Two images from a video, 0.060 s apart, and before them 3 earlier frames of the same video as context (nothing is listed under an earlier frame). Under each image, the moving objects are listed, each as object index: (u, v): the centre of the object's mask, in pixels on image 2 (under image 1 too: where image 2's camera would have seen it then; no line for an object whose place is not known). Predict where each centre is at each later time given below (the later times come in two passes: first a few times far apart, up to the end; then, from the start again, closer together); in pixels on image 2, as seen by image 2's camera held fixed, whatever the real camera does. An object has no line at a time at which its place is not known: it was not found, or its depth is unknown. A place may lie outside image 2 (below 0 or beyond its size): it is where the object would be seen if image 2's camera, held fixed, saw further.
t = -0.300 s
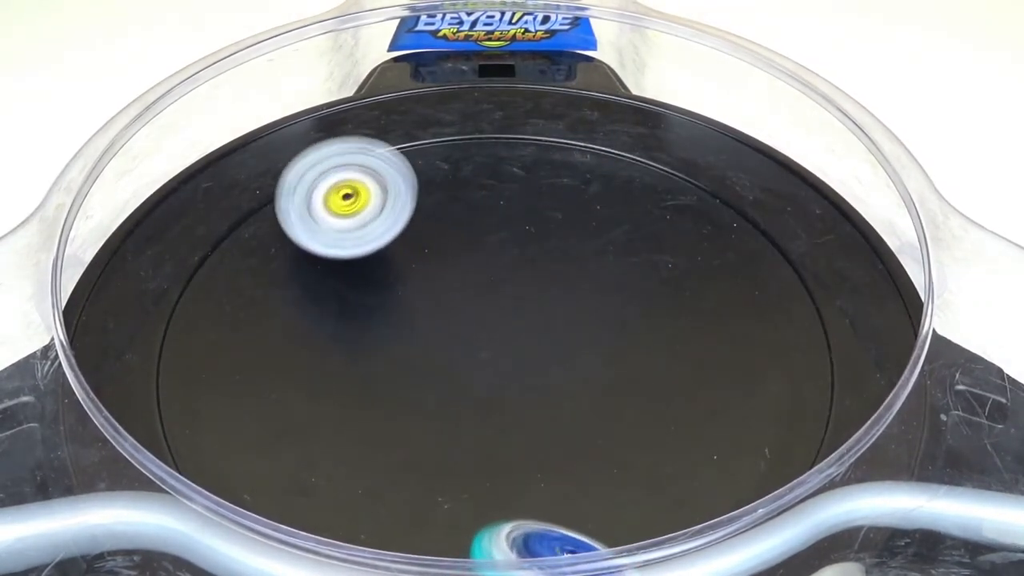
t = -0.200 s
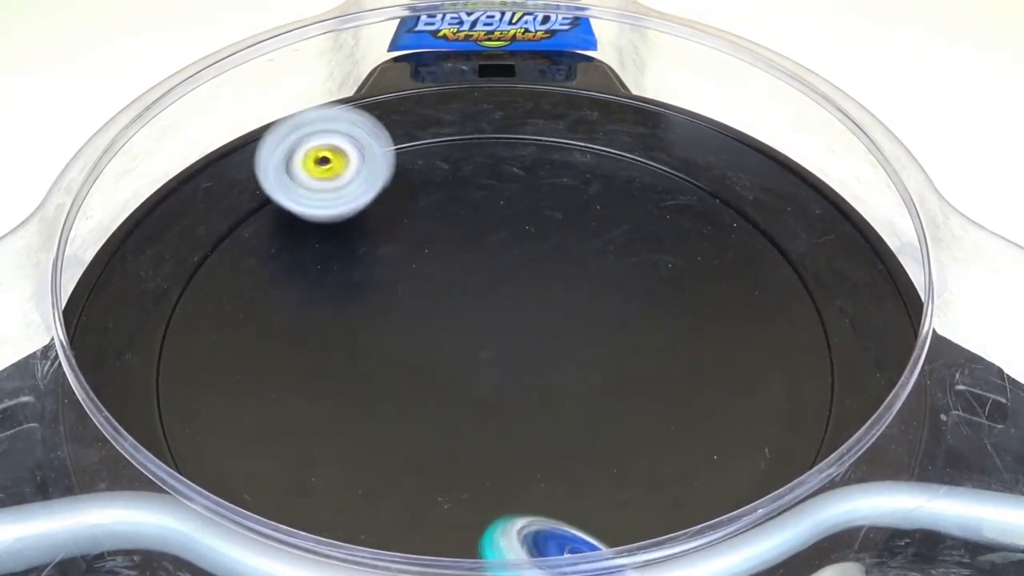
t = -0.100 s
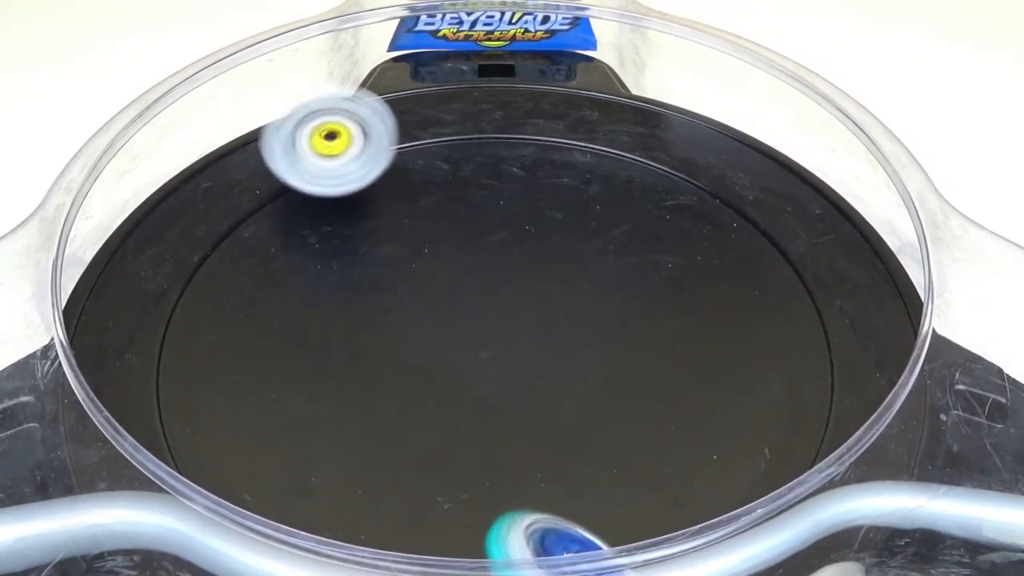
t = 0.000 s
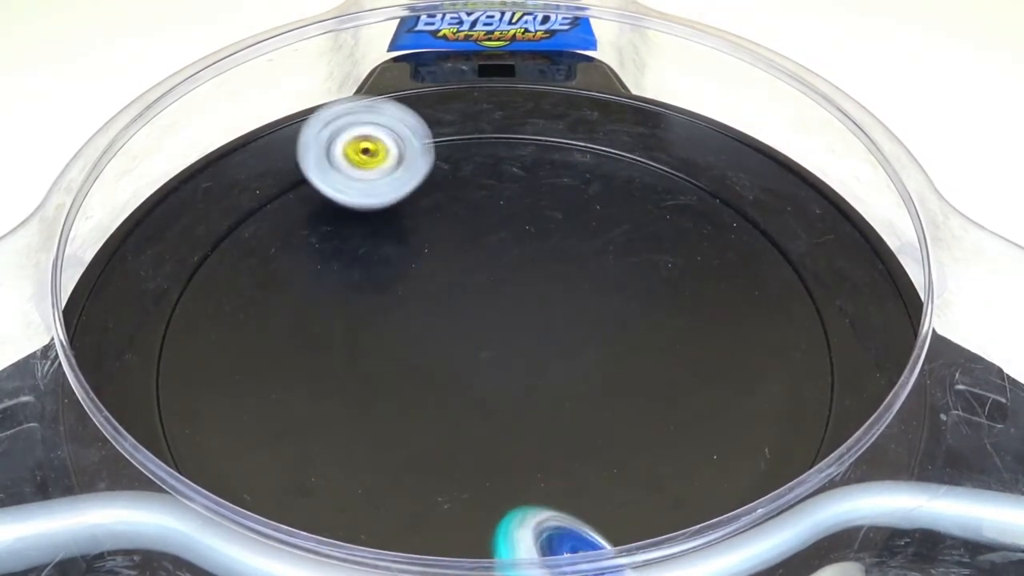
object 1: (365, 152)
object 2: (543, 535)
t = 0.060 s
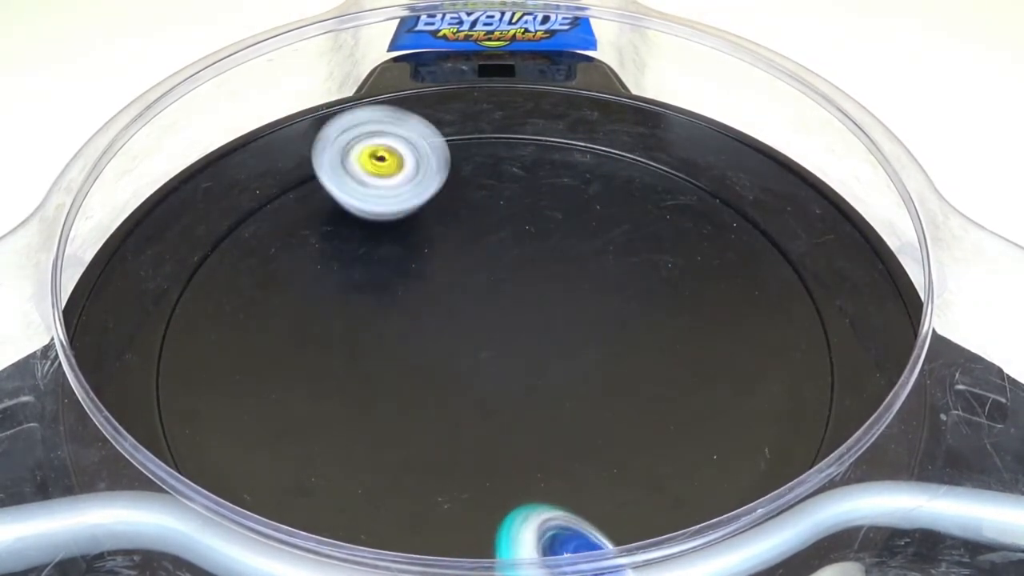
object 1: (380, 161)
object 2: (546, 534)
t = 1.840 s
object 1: (339, 471)
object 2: (565, 215)
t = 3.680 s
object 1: (609, 309)
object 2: (415, 331)
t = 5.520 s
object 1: (499, 264)
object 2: (603, 381)
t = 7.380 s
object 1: (580, 304)
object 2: (466, 269)
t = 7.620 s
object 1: (531, 331)
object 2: (457, 259)
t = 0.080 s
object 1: (384, 166)
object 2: (547, 533)
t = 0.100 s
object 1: (389, 172)
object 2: (547, 533)
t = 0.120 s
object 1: (393, 180)
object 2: (547, 532)
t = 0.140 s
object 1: (396, 189)
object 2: (549, 532)
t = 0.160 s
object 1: (399, 199)
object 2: (551, 531)
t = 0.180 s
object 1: (400, 210)
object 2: (552, 530)
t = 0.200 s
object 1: (400, 221)
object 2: (553, 529)
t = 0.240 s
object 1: (397, 247)
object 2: (556, 526)
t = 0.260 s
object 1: (393, 261)
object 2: (559, 524)
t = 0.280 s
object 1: (388, 274)
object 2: (564, 521)
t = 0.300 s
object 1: (381, 287)
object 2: (566, 514)
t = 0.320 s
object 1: (373, 299)
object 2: (569, 509)
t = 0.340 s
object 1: (363, 311)
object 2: (569, 501)
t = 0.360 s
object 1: (352, 322)
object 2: (569, 494)
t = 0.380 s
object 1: (341, 333)
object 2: (573, 480)
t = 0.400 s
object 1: (329, 343)
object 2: (574, 466)
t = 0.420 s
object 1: (317, 350)
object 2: (574, 452)
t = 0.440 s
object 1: (304, 357)
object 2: (570, 429)
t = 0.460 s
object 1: (292, 361)
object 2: (567, 411)
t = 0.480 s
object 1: (279, 364)
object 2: (563, 395)
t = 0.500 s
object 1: (266, 365)
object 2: (558, 379)
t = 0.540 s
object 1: (241, 364)
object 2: (552, 353)
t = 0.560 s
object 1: (231, 361)
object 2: (550, 343)
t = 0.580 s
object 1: (221, 355)
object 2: (549, 336)
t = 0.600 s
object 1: (214, 347)
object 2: (548, 329)
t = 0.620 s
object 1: (208, 338)
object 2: (548, 325)
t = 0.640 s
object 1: (207, 328)
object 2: (548, 321)
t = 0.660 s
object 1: (211, 317)
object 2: (549, 319)
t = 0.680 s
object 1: (220, 307)
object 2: (548, 315)
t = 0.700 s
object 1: (236, 298)
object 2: (547, 313)
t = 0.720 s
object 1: (255, 290)
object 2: (544, 313)
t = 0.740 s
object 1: (275, 285)
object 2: (540, 308)
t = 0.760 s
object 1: (299, 283)
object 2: (536, 309)
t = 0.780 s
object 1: (323, 282)
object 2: (532, 308)
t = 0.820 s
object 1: (377, 286)
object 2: (535, 309)
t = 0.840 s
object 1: (402, 290)
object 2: (536, 307)
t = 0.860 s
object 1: (403, 294)
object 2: (560, 306)
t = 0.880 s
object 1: (404, 300)
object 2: (584, 304)
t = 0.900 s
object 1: (406, 306)
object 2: (604, 294)
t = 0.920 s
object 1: (408, 315)
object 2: (624, 291)
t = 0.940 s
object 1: (411, 326)
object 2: (642, 293)
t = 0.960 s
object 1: (412, 337)
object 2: (656, 278)
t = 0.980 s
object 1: (413, 348)
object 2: (667, 265)
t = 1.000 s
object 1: (412, 360)
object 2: (677, 259)
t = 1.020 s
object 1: (409, 370)
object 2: (686, 262)
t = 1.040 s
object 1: (403, 380)
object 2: (693, 269)
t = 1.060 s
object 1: (397, 388)
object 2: (695, 255)
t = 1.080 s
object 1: (391, 396)
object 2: (694, 246)
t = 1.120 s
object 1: (372, 405)
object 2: (691, 249)
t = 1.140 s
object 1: (360, 408)
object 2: (681, 245)
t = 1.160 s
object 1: (349, 409)
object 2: (672, 237)
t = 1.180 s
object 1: (339, 407)
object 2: (663, 241)
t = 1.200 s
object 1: (330, 403)
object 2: (651, 243)
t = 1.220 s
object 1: (321, 397)
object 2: (638, 236)
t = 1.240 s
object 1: (317, 389)
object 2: (626, 235)
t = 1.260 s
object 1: (318, 381)
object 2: (614, 238)
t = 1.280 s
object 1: (322, 370)
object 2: (608, 232)
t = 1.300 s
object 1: (329, 360)
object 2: (604, 229)
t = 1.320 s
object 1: (338, 351)
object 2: (601, 229)
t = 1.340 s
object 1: (353, 343)
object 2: (600, 226)
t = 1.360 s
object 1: (369, 336)
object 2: (597, 229)
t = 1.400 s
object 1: (408, 325)
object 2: (590, 231)
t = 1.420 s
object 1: (429, 320)
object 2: (585, 237)
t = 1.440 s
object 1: (450, 318)
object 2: (583, 238)
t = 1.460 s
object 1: (472, 316)
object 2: (584, 241)
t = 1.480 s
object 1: (494, 316)
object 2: (583, 244)
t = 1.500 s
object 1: (512, 323)
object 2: (587, 240)
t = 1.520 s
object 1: (518, 339)
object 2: (595, 227)
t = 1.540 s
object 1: (525, 357)
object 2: (600, 209)
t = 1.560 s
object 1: (531, 374)
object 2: (604, 197)
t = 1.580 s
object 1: (532, 390)
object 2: (608, 194)
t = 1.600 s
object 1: (531, 405)
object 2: (610, 197)
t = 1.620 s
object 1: (528, 420)
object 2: (610, 188)
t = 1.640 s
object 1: (523, 434)
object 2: (606, 177)
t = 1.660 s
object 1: (513, 447)
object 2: (602, 173)
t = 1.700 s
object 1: (485, 469)
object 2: (591, 188)
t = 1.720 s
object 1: (469, 477)
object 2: (585, 200)
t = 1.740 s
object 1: (449, 482)
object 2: (581, 198)
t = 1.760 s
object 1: (427, 485)
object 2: (578, 201)
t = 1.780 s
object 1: (405, 485)
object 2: (574, 208)
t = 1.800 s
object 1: (384, 483)
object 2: (571, 210)
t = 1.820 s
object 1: (360, 478)
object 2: (568, 210)
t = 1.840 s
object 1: (339, 471)
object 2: (565, 215)
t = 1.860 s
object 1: (323, 461)
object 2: (562, 218)
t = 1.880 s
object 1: (308, 448)
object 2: (558, 218)
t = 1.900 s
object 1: (299, 433)
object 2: (556, 222)
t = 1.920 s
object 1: (296, 415)
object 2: (552, 225)
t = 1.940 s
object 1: (297, 397)
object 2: (548, 225)
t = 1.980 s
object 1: (313, 364)
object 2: (540, 228)
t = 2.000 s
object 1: (327, 348)
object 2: (538, 228)
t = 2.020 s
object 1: (342, 332)
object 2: (537, 228)
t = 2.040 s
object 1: (360, 318)
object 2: (534, 228)
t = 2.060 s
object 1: (380, 306)
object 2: (533, 230)
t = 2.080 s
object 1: (401, 295)
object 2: (532, 231)
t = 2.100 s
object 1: (418, 286)
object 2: (533, 230)
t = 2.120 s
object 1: (418, 284)
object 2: (535, 225)
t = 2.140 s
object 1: (420, 289)
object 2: (536, 223)
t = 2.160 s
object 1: (424, 291)
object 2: (536, 226)
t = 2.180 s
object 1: (429, 294)
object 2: (532, 227)
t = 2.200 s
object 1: (438, 298)
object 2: (528, 226)
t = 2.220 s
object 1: (444, 305)
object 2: (522, 226)
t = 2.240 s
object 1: (453, 311)
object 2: (517, 222)
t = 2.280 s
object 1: (469, 324)
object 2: (514, 220)
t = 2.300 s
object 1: (473, 332)
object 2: (514, 222)
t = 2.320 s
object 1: (476, 339)
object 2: (512, 223)
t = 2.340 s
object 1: (479, 346)
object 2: (508, 226)
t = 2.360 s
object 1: (479, 353)
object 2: (506, 224)
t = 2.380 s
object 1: (477, 360)
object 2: (504, 221)
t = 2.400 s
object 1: (475, 365)
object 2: (503, 221)
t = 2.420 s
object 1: (472, 370)
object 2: (504, 221)
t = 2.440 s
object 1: (466, 374)
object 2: (503, 221)
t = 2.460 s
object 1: (461, 377)
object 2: (499, 222)
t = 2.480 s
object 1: (457, 379)
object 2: (499, 221)
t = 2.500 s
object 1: (452, 379)
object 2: (498, 219)
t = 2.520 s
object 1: (445, 378)
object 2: (496, 218)
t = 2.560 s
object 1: (439, 373)
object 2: (495, 218)
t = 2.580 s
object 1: (435, 369)
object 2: (494, 217)
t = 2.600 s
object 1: (435, 365)
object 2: (494, 217)
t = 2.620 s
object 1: (435, 360)
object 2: (495, 216)
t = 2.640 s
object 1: (437, 354)
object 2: (494, 216)
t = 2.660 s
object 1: (440, 349)
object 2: (492, 216)
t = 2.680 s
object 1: (446, 343)
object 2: (493, 215)
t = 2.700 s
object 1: (452, 338)
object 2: (494, 214)
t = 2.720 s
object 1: (459, 333)
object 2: (494, 214)
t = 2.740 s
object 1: (468, 329)
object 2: (495, 213)
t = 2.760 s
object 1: (478, 325)
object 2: (495, 213)
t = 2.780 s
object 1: (488, 322)
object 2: (495, 214)
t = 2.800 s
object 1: (501, 319)
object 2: (496, 213)
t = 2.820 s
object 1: (514, 318)
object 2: (497, 212)
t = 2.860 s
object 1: (539, 319)
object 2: (498, 210)
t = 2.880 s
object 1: (551, 320)
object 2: (500, 211)
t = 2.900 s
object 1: (561, 323)
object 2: (503, 218)
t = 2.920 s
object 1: (569, 327)
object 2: (505, 220)
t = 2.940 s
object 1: (576, 331)
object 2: (505, 222)
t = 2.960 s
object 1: (582, 337)
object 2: (505, 232)
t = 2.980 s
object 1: (585, 342)
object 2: (506, 234)
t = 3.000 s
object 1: (588, 348)
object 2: (507, 235)
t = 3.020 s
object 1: (587, 354)
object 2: (508, 243)
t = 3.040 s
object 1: (584, 359)
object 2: (509, 258)
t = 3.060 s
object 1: (580, 364)
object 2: (510, 267)
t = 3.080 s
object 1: (573, 367)
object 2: (509, 273)
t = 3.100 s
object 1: (565, 370)
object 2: (506, 281)
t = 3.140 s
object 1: (548, 370)
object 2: (502, 284)
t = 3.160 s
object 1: (543, 375)
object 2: (497, 288)
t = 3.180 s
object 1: (538, 378)
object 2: (493, 293)
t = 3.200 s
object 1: (532, 379)
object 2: (492, 286)
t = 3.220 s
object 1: (527, 383)
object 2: (487, 285)
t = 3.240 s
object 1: (533, 382)
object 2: (477, 278)
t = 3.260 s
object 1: (537, 386)
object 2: (463, 279)
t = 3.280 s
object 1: (540, 386)
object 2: (451, 285)
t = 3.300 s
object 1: (545, 385)
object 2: (438, 290)
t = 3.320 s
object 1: (547, 383)
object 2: (428, 277)
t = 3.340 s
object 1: (550, 380)
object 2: (420, 271)
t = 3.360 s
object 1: (553, 377)
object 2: (411, 273)
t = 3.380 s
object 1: (556, 373)
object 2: (405, 282)
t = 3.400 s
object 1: (560, 369)
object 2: (401, 275)
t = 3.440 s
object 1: (567, 360)
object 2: (400, 273)
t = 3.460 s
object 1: (570, 356)
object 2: (398, 284)
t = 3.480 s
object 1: (574, 351)
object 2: (400, 302)
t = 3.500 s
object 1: (578, 347)
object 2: (403, 310)
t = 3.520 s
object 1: (580, 341)
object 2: (406, 313)
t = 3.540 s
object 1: (586, 336)
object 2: (411, 323)
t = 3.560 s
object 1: (589, 332)
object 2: (414, 333)
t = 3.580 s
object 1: (594, 327)
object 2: (408, 328)
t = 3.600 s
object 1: (597, 323)
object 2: (403, 328)
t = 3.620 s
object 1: (600, 319)
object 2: (402, 329)
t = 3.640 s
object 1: (603, 316)
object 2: (405, 328)
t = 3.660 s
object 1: (605, 312)
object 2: (410, 330)
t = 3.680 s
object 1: (609, 309)
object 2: (415, 331)
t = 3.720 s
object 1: (611, 304)
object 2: (423, 328)
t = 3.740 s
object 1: (611, 302)
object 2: (427, 329)
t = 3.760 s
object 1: (611, 299)
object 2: (430, 330)
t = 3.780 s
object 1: (611, 297)
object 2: (435, 331)
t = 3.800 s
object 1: (609, 295)
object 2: (438, 330)
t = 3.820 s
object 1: (609, 293)
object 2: (441, 332)
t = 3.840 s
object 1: (606, 292)
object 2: (443, 334)
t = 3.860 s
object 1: (607, 291)
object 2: (446, 334)
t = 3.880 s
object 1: (603, 290)
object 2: (448, 334)
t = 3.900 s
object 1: (599, 290)
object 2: (451, 336)
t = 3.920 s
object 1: (594, 289)
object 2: (453, 337)
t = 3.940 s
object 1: (589, 288)
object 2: (455, 338)
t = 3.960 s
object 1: (584, 287)
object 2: (457, 339)
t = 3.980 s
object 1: (578, 286)
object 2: (460, 341)
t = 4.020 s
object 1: (566, 284)
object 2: (463, 345)
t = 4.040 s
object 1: (563, 281)
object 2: (465, 346)
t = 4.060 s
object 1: (559, 277)
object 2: (463, 351)
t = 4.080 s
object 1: (562, 271)
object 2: (463, 350)
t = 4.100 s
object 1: (564, 265)
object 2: (464, 351)
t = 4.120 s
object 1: (567, 259)
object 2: (465, 352)
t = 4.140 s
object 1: (570, 255)
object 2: (468, 356)
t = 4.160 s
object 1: (572, 251)
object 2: (470, 357)
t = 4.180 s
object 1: (574, 249)
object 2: (471, 360)
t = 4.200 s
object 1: (576, 247)
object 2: (469, 362)
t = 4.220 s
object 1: (578, 246)
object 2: (469, 365)
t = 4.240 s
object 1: (579, 246)
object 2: (469, 366)
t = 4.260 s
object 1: (580, 247)
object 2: (469, 370)
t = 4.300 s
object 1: (578, 251)
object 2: (466, 375)
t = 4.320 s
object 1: (575, 253)
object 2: (464, 377)
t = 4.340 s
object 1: (572, 254)
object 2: (462, 379)
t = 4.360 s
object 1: (567, 257)
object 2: (459, 380)
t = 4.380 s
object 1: (562, 259)
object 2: (458, 381)
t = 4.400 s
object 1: (556, 261)
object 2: (455, 383)
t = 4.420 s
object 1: (551, 263)
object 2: (453, 383)
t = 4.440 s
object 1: (546, 264)
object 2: (450, 385)
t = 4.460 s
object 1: (538, 265)
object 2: (448, 380)
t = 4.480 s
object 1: (530, 267)
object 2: (448, 382)
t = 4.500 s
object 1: (522, 268)
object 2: (449, 382)
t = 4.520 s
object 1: (513, 269)
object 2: (451, 385)
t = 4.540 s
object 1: (502, 267)
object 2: (452, 379)
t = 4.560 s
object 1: (493, 265)
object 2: (454, 376)
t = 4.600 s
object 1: (470, 257)
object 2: (458, 383)
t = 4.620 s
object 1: (463, 250)
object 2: (460, 386)
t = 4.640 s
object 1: (458, 241)
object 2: (463, 385)
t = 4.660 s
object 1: (455, 231)
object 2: (468, 373)
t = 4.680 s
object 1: (455, 222)
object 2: (474, 367)
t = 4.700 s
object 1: (453, 214)
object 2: (480, 370)
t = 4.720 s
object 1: (455, 206)
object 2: (484, 371)
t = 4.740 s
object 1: (457, 198)
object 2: (487, 370)
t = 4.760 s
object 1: (463, 193)
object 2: (487, 372)
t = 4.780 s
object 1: (468, 188)
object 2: (488, 371)
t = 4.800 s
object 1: (477, 185)
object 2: (487, 364)
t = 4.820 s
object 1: (483, 183)
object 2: (489, 361)
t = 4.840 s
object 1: (491, 184)
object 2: (489, 367)
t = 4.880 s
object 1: (506, 189)
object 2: (488, 365)
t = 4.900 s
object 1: (511, 193)
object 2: (485, 364)
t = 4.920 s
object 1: (517, 200)
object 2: (484, 360)
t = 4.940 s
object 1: (520, 207)
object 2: (485, 363)
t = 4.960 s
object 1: (524, 215)
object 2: (485, 355)
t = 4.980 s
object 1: (525, 222)
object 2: (488, 345)
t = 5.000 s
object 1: (527, 231)
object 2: (489, 344)
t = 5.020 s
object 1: (524, 238)
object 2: (492, 349)
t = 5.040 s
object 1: (516, 234)
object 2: (497, 354)
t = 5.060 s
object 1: (514, 229)
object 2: (501, 365)
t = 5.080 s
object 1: (512, 222)
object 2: (505, 385)
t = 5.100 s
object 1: (509, 216)
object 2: (512, 400)
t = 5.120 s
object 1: (510, 210)
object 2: (521, 403)
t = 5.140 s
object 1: (510, 203)
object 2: (530, 411)
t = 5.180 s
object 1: (513, 192)
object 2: (551, 421)
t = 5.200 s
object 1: (517, 187)
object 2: (562, 423)
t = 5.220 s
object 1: (519, 184)
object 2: (573, 429)
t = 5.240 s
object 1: (523, 182)
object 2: (584, 424)
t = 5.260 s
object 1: (527, 182)
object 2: (593, 421)
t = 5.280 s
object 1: (529, 183)
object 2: (600, 417)
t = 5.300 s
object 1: (532, 186)
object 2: (606, 405)
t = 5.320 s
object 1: (535, 189)
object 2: (610, 397)
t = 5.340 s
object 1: (536, 195)
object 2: (614, 390)
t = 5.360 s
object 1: (537, 200)
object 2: (617, 387)
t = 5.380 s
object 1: (537, 207)
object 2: (623, 390)
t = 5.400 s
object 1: (534, 215)
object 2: (624, 394)
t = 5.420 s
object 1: (532, 223)
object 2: (623, 391)
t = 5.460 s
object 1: (521, 240)
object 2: (618, 383)
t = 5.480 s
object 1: (515, 248)
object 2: (613, 385)
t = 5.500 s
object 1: (508, 256)
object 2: (608, 381)
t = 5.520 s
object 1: (499, 264)
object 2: (603, 381)
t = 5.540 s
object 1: (489, 271)
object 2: (597, 384)
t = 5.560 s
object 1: (480, 278)
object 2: (586, 383)
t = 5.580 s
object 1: (470, 285)
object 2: (579, 378)
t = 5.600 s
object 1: (460, 291)
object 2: (572, 375)
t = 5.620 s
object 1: (448, 296)
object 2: (569, 370)
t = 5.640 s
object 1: (435, 301)
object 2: (568, 364)
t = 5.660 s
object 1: (422, 304)
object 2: (568, 356)
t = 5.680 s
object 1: (410, 306)
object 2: (569, 350)
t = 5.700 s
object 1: (397, 309)
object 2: (572, 344)
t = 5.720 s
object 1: (385, 310)
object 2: (578, 339)
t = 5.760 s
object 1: (360, 313)
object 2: (593, 330)
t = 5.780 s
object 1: (348, 314)
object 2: (601, 330)
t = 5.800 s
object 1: (336, 314)
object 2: (609, 331)
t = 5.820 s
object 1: (327, 313)
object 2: (616, 331)
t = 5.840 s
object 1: (317, 312)
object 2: (622, 332)
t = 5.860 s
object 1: (310, 309)
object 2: (625, 335)
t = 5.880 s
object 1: (304, 305)
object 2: (628, 339)
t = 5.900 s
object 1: (301, 302)
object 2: (632, 339)
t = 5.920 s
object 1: (302, 298)
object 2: (635, 337)
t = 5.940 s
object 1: (304, 297)
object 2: (636, 338)
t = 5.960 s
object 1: (309, 294)
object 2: (635, 342)
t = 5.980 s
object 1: (314, 293)
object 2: (637, 341)
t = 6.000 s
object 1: (320, 292)
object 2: (637, 336)
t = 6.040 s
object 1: (340, 293)
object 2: (632, 336)
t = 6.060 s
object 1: (351, 295)
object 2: (629, 335)
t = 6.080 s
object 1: (364, 298)
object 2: (625, 334)
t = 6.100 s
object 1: (376, 301)
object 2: (620, 330)
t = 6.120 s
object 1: (388, 304)
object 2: (614, 331)
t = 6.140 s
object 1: (402, 309)
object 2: (606, 329)
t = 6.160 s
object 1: (413, 314)
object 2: (595, 329)
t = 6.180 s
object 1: (425, 319)
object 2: (586, 330)
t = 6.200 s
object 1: (436, 324)
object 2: (581, 325)
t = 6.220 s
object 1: (447, 329)
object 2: (578, 322)
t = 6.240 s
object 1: (455, 335)
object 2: (575, 318)
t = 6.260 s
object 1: (461, 343)
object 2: (573, 307)
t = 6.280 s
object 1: (466, 351)
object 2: (571, 303)
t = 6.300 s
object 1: (470, 359)
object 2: (568, 297)
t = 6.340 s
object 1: (477, 374)
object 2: (553, 289)
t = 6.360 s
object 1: (481, 382)
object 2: (545, 287)
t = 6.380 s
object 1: (483, 390)
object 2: (540, 282)
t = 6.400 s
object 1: (485, 396)
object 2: (535, 280)
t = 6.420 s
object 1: (485, 402)
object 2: (530, 277)
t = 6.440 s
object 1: (484, 408)
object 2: (525, 272)
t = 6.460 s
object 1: (482, 412)
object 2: (519, 268)
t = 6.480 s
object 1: (481, 416)
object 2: (513, 268)
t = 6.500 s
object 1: (479, 417)
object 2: (510, 265)
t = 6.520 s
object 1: (476, 417)
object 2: (507, 261)
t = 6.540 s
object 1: (477, 415)
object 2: (504, 256)
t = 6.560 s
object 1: (474, 414)
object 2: (499, 254)
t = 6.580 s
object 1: (475, 411)
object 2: (496, 254)
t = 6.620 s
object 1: (476, 405)
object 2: (491, 251)
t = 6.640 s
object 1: (477, 400)
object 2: (490, 250)
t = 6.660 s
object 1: (478, 395)
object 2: (488, 249)
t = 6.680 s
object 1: (481, 390)
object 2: (486, 249)
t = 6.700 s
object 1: (485, 384)
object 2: (485, 251)
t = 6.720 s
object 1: (489, 378)
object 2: (486, 252)
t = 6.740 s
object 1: (494, 370)
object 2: (489, 251)
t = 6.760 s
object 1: (500, 363)
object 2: (491, 252)
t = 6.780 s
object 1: (508, 356)
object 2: (491, 251)
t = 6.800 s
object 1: (514, 351)
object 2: (490, 248)
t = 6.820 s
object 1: (522, 343)
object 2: (488, 246)
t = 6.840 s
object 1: (529, 337)
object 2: (488, 244)
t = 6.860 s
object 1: (539, 331)
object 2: (487, 245)
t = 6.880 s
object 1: (546, 325)
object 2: (485, 246)
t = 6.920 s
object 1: (563, 315)
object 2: (481, 254)
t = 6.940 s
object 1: (573, 310)
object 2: (480, 260)
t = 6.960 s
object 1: (581, 306)
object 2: (478, 263)
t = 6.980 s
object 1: (590, 302)
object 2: (477, 267)
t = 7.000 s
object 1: (598, 298)
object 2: (476, 269)
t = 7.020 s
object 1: (607, 295)
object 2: (474, 270)
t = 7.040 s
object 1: (616, 293)
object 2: (473, 271)
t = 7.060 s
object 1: (624, 290)
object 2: (470, 271)
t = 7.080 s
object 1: (631, 289)
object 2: (468, 271)
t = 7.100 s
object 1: (639, 289)
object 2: (466, 271)
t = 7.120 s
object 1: (642, 290)
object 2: (464, 270)
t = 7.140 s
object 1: (644, 291)
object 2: (463, 270)
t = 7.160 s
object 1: (645, 293)
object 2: (462, 270)
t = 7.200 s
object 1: (643, 296)
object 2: (461, 270)
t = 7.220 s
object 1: (637, 299)
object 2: (461, 270)
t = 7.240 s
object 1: (634, 300)
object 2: (461, 270)
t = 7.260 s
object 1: (627, 301)
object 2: (462, 270)
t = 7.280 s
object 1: (622, 302)
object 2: (464, 270)
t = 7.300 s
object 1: (613, 303)
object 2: (465, 271)
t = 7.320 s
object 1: (606, 303)
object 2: (467, 271)
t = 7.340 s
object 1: (596, 304)
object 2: (467, 271)
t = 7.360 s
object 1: (586, 304)
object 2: (467, 270)
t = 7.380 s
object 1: (580, 304)
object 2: (466, 269)
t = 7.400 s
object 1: (577, 307)
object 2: (465, 264)
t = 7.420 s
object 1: (574, 308)
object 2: (465, 262)
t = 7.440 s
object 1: (572, 311)
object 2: (465, 261)
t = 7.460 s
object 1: (571, 314)
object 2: (466, 259)
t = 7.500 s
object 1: (566, 320)
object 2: (465, 257)
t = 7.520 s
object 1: (561, 323)
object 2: (464, 258)
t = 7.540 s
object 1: (558, 325)
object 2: (462, 258)
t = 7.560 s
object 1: (552, 328)
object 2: (461, 258)
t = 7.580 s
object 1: (546, 329)
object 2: (460, 260)
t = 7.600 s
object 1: (538, 330)
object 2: (458, 259)
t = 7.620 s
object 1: (531, 331)
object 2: (457, 259)
